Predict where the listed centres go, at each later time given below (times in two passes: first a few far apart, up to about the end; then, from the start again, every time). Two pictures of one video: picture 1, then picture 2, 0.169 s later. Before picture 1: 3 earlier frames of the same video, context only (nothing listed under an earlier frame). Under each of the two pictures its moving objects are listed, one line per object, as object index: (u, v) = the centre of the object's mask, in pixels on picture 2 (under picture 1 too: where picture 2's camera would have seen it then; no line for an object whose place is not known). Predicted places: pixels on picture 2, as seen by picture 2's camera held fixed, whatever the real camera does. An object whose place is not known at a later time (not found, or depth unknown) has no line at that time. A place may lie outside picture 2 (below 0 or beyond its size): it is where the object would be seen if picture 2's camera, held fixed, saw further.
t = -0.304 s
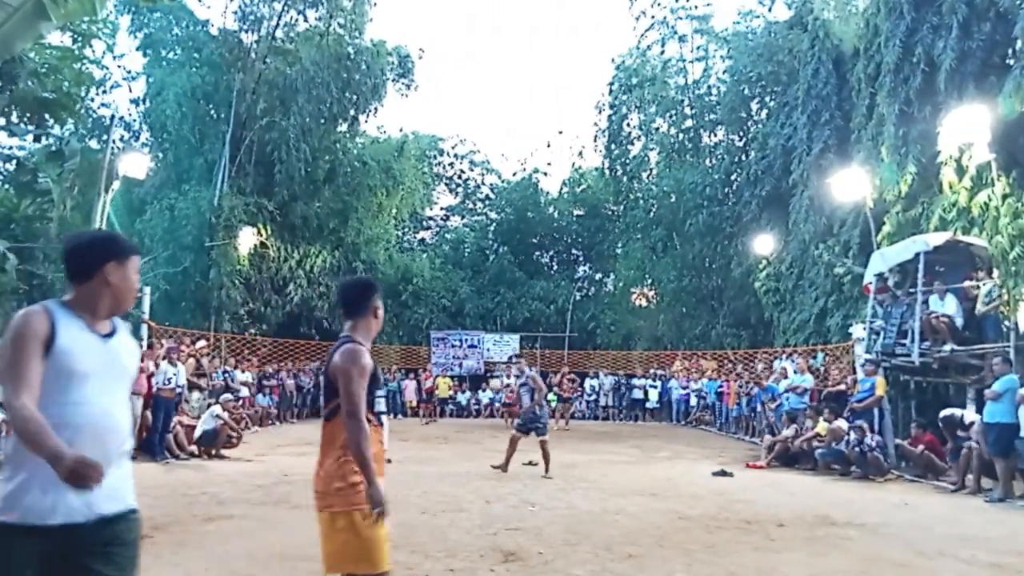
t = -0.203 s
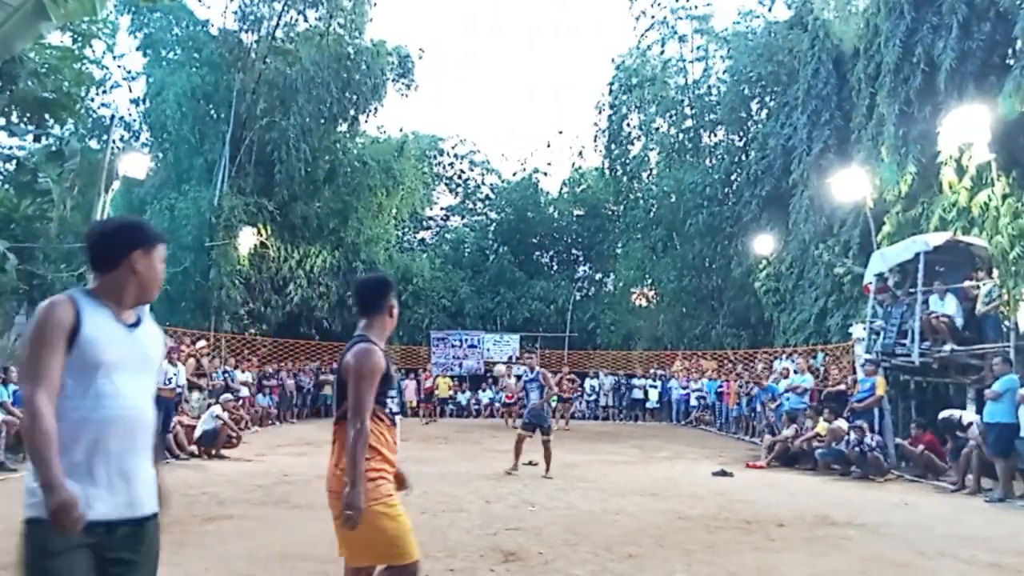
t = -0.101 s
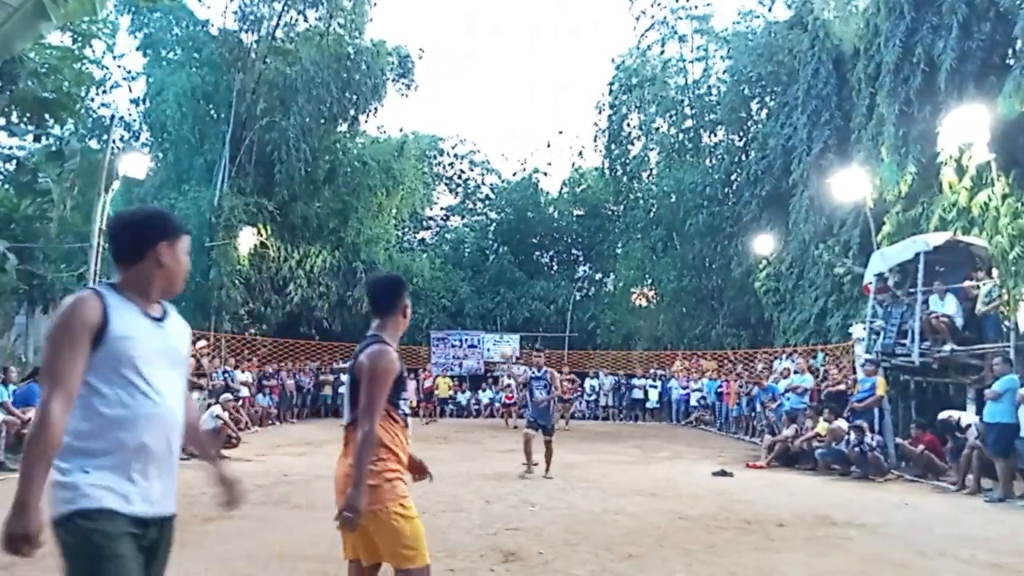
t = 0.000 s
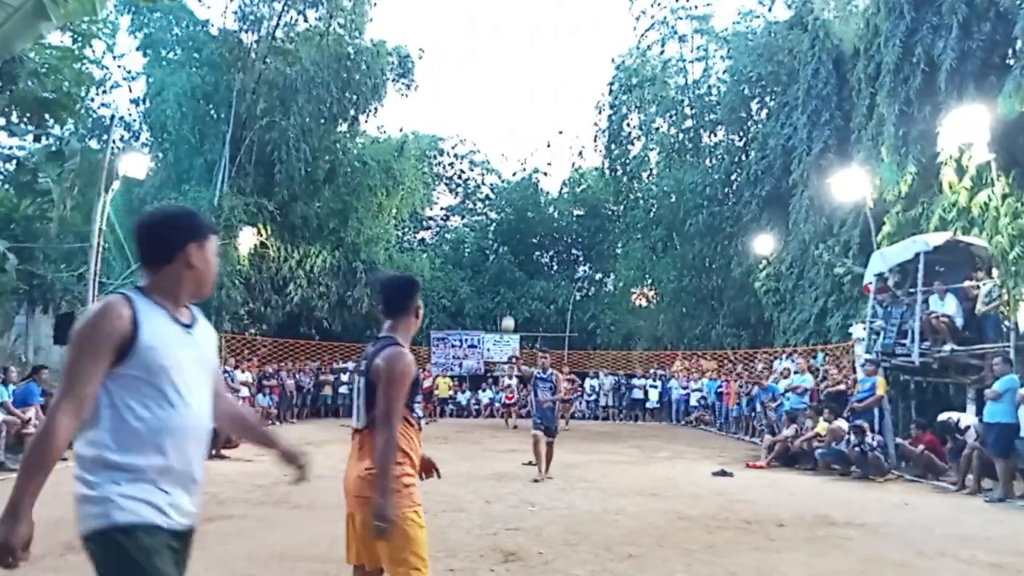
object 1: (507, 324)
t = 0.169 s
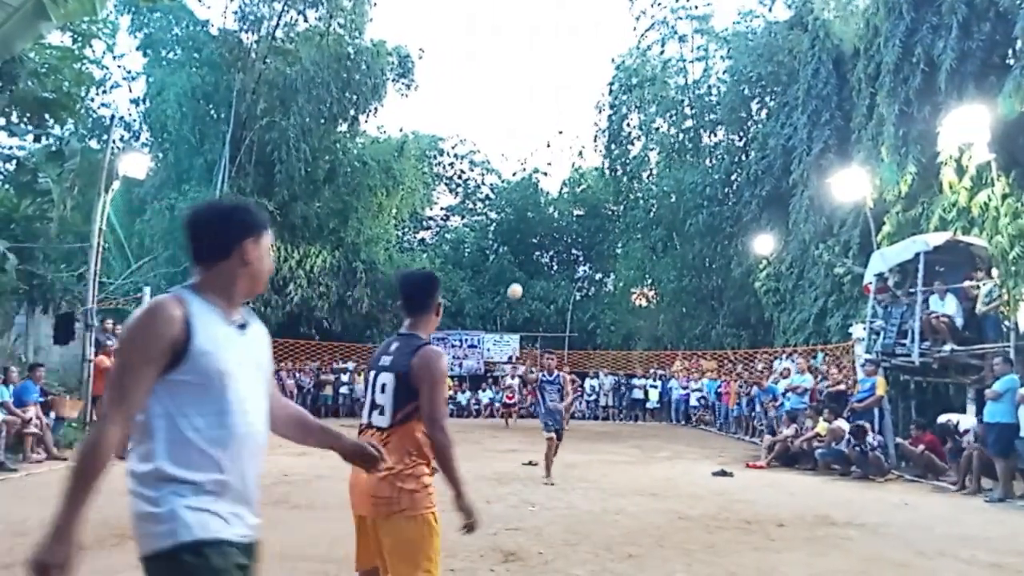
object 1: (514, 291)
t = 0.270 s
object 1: (520, 280)
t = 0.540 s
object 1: (537, 307)
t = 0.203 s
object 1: (516, 287)
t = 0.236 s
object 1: (518, 283)
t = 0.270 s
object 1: (520, 280)
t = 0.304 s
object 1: (521, 279)
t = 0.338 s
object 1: (523, 278)
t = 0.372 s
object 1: (525, 279)
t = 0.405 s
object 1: (527, 280)
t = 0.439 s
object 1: (530, 285)
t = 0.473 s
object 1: (532, 290)
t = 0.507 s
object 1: (534, 297)
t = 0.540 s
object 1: (537, 307)
